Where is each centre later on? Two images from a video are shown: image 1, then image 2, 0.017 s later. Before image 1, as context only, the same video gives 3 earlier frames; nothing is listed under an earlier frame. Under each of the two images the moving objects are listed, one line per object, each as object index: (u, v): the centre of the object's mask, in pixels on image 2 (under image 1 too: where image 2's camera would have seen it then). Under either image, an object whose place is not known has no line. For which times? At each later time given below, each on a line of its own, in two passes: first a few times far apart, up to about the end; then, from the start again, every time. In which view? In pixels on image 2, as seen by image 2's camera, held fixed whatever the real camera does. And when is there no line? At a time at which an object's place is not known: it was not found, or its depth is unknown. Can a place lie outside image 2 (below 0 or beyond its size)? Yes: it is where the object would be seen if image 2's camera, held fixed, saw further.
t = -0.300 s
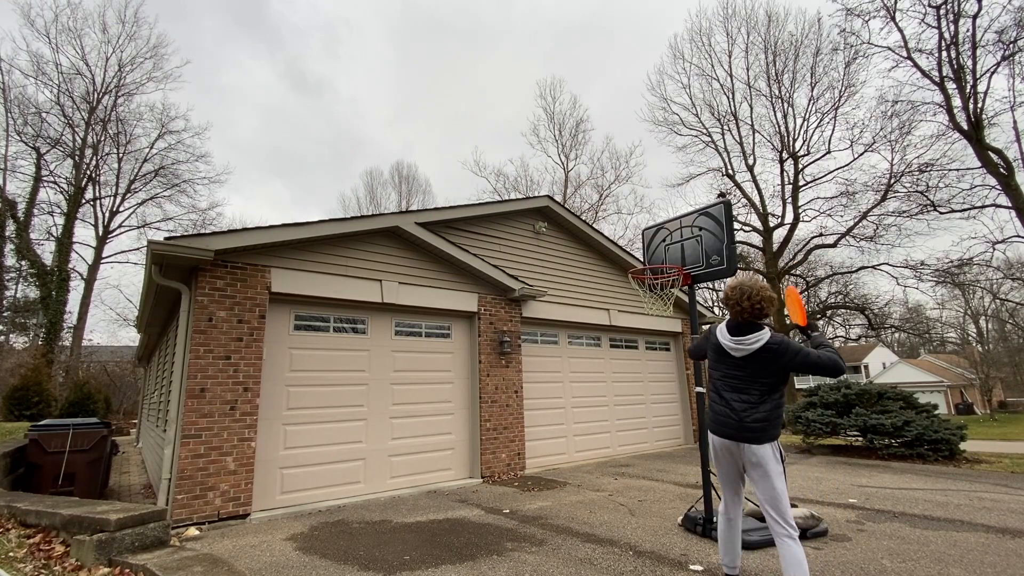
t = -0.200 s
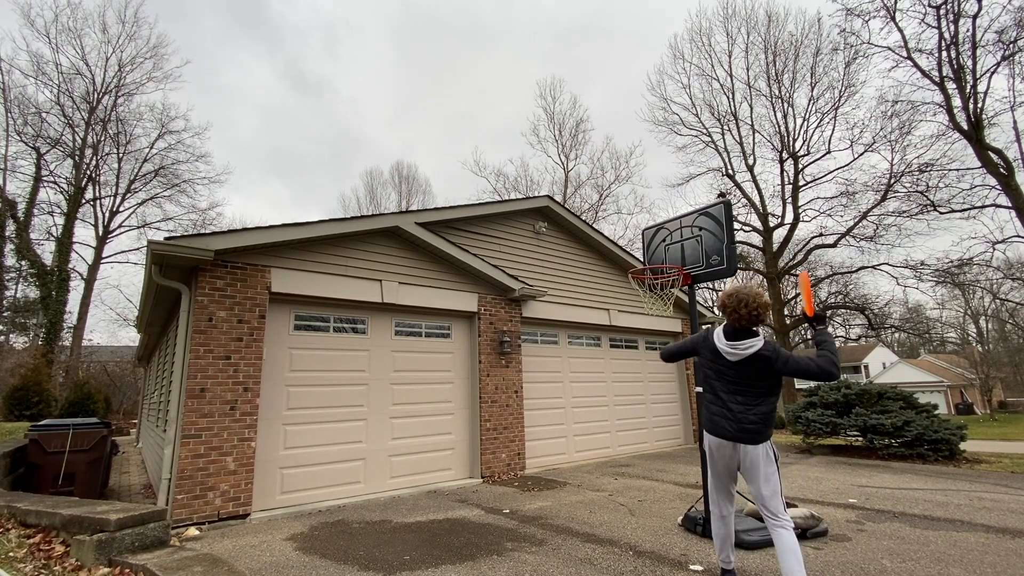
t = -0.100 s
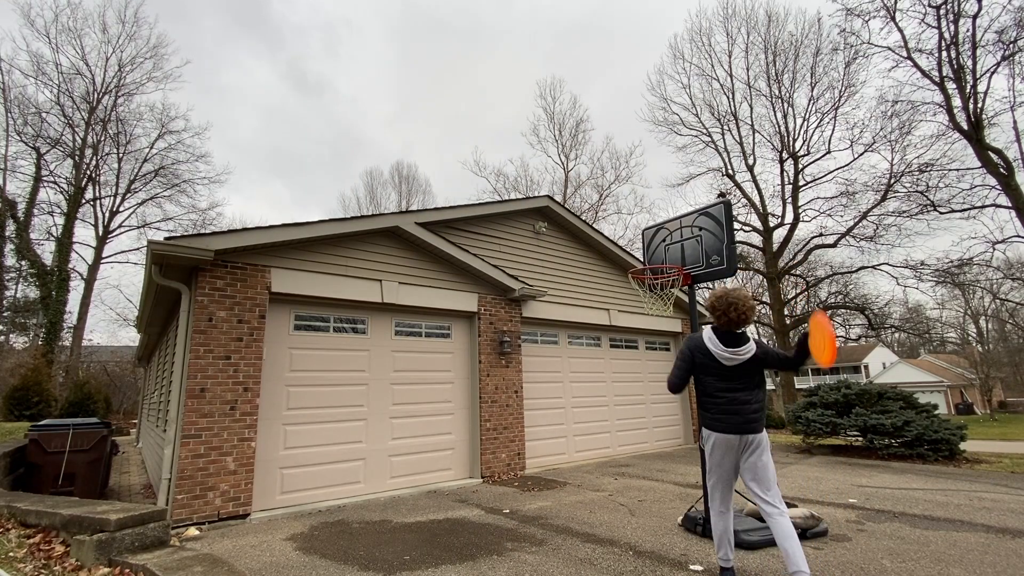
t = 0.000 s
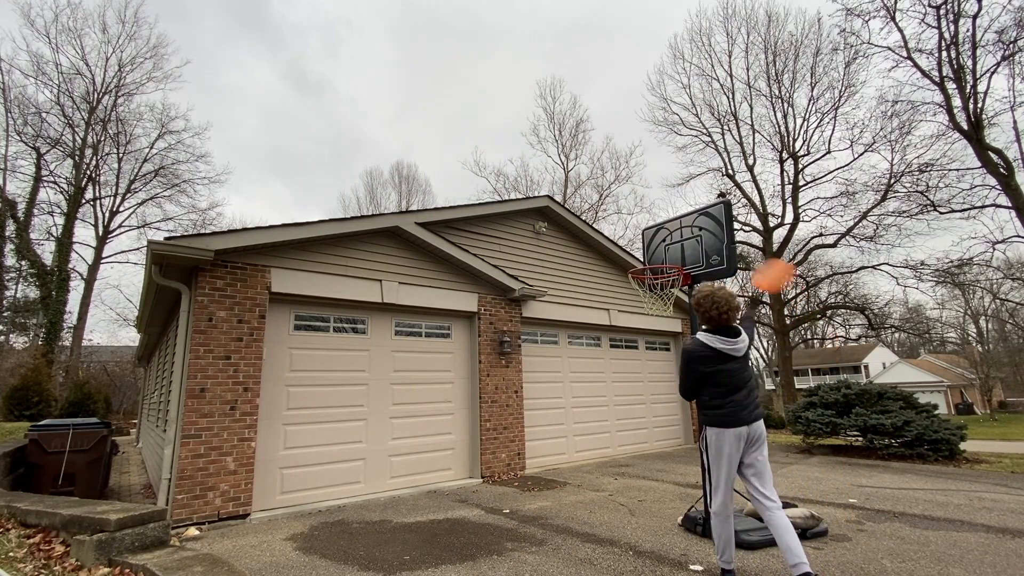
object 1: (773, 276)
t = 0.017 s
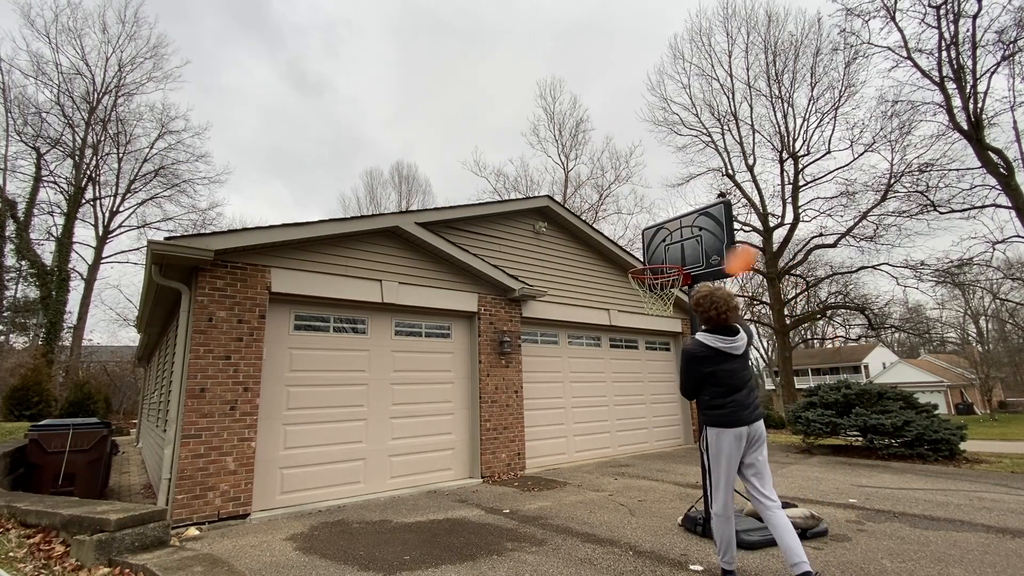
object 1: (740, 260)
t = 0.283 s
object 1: (449, 159)
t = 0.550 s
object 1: (332, 146)
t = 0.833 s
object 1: (276, 164)
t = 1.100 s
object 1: (251, 194)
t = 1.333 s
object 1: (242, 223)
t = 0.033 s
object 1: (715, 248)
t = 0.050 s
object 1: (687, 238)
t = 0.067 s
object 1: (661, 229)
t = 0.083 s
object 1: (636, 219)
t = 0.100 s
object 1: (614, 211)
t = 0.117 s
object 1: (592, 203)
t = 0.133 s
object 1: (572, 197)
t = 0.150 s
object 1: (556, 191)
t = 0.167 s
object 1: (539, 185)
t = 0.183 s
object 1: (525, 180)
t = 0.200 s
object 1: (510, 176)
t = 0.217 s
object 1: (496, 171)
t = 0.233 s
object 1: (483, 168)
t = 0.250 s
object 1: (471, 165)
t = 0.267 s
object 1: (459, 162)
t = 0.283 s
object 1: (449, 159)
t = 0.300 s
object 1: (438, 157)
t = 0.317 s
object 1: (429, 155)
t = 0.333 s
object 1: (420, 153)
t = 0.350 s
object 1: (411, 151)
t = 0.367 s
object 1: (402, 150)
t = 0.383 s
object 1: (394, 149)
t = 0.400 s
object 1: (387, 148)
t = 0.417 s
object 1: (380, 147)
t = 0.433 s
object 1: (373, 146)
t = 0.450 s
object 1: (366, 146)
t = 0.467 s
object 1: (360, 146)
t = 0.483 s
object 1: (354, 146)
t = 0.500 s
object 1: (348, 146)
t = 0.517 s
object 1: (342, 146)
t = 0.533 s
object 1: (337, 146)
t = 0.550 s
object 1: (332, 146)
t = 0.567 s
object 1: (328, 147)
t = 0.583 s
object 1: (323, 147)
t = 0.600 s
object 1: (319, 148)
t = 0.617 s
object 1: (315, 149)
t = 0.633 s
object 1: (311, 150)
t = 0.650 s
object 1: (307, 150)
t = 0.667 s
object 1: (304, 151)
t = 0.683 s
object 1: (300, 153)
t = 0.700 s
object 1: (297, 153)
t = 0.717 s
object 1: (294, 155)
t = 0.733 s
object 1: (291, 156)
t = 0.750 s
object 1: (288, 157)
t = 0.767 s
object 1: (285, 158)
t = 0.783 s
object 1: (283, 160)
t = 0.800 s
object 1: (280, 161)
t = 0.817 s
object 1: (278, 163)
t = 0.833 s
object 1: (276, 164)
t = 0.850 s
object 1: (273, 166)
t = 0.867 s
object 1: (271, 167)
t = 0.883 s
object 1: (269, 169)
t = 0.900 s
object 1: (267, 171)
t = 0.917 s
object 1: (266, 173)
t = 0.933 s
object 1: (264, 174)
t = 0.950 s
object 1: (262, 176)
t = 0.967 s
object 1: (261, 178)
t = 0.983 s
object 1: (259, 180)
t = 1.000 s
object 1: (258, 182)
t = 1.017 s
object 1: (256, 184)
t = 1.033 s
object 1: (255, 186)
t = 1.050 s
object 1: (254, 188)
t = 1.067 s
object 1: (253, 190)
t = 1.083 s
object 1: (252, 192)
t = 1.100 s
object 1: (251, 194)
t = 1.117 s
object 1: (250, 196)
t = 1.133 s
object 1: (249, 198)
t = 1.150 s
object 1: (248, 200)
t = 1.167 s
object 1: (247, 202)
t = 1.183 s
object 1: (247, 204)
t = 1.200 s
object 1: (246, 206)
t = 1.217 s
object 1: (245, 208)
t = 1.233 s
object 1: (245, 210)
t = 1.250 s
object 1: (244, 213)
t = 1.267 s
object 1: (244, 215)
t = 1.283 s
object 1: (244, 217)
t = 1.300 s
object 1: (243, 219)
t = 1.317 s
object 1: (243, 222)
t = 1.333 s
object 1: (242, 223)
